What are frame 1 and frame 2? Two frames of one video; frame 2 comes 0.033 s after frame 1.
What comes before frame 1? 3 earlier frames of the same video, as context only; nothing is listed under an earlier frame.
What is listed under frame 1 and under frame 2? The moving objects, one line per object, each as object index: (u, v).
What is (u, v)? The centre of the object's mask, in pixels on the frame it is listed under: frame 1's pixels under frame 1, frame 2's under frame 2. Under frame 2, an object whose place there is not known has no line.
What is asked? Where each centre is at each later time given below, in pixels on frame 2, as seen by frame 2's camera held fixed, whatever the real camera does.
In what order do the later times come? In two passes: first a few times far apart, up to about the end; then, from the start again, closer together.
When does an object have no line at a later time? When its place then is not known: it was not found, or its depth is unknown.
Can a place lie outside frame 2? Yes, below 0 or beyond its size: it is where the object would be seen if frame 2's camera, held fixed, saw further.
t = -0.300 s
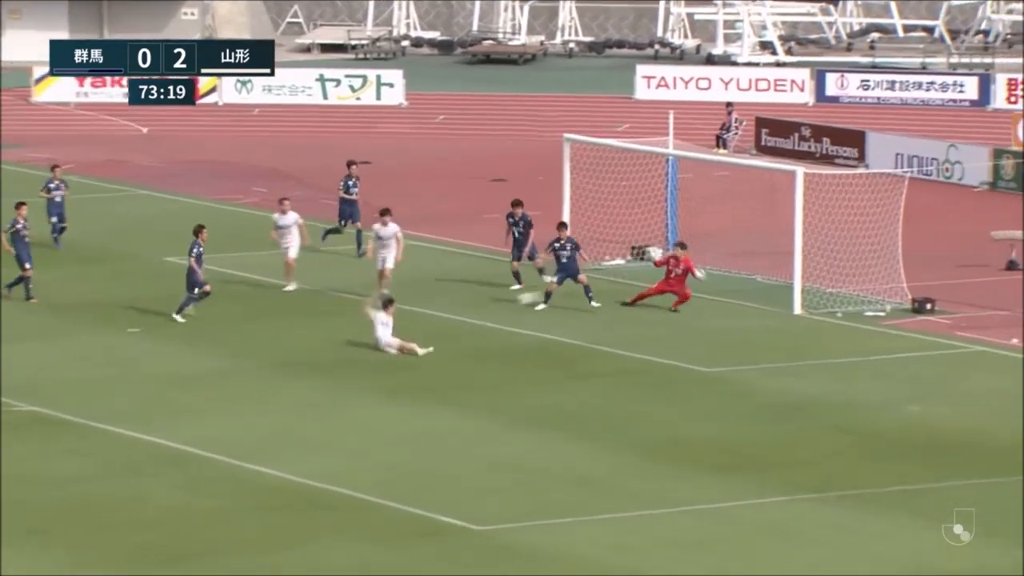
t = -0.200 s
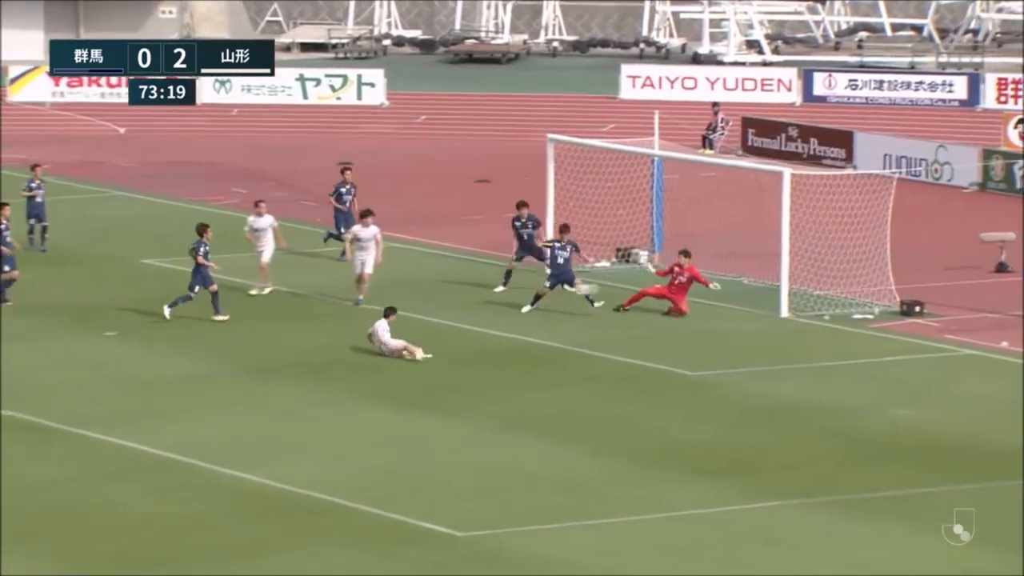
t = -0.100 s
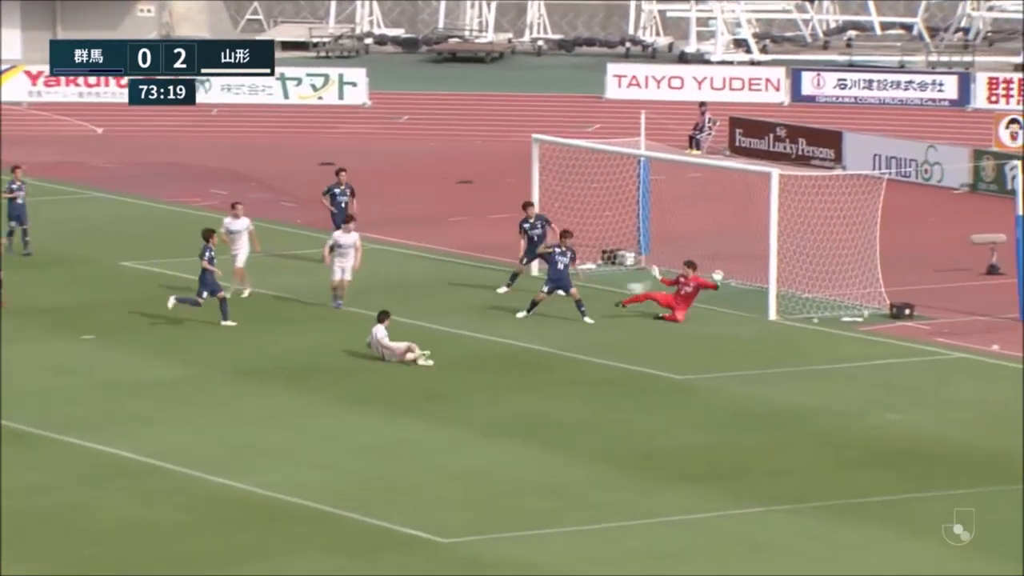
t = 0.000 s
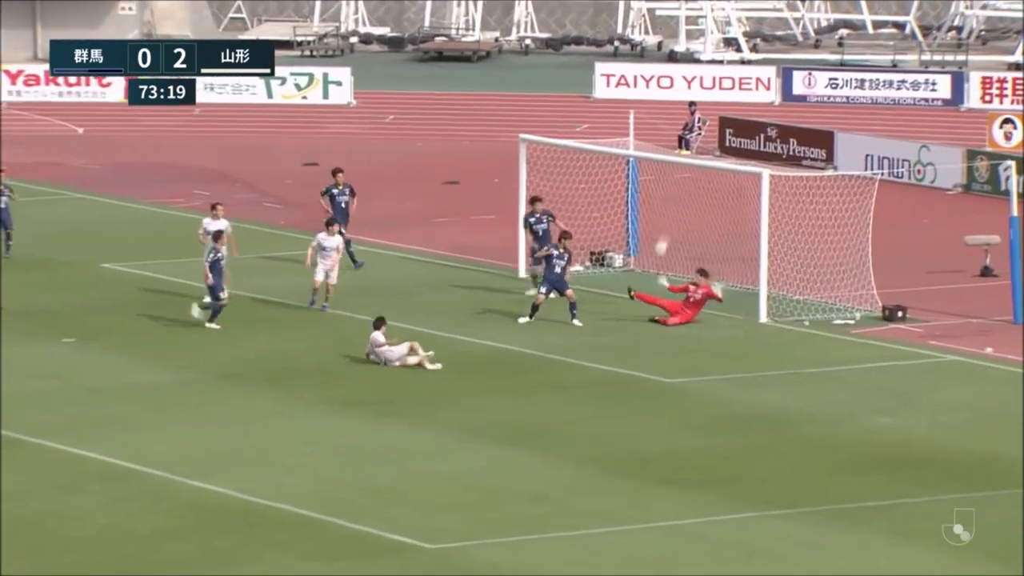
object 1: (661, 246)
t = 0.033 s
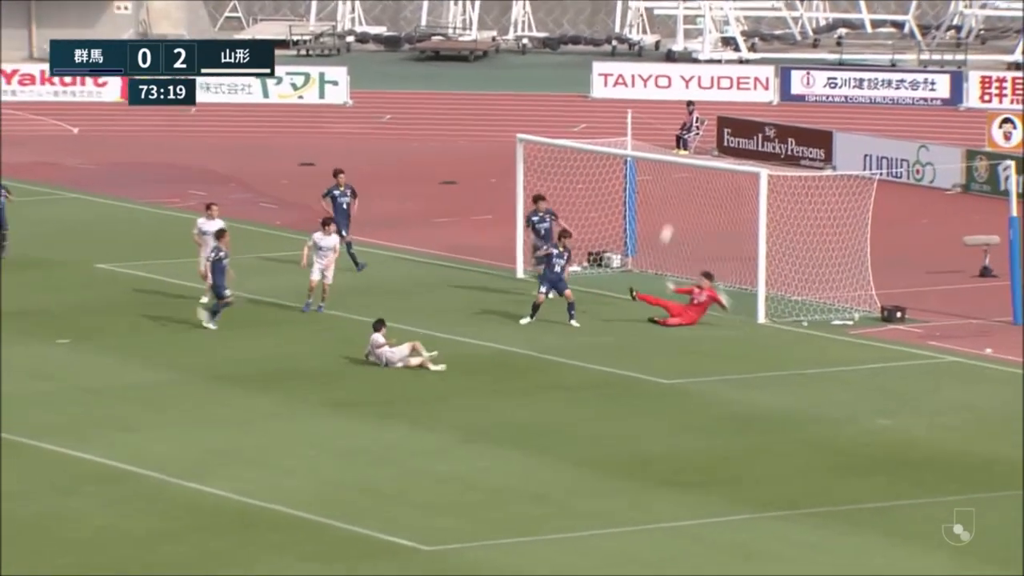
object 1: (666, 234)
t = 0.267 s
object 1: (721, 149)
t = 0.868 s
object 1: (867, 86)
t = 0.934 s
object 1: (876, 92)
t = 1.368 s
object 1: (999, 205)
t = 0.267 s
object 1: (721, 149)
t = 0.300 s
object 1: (729, 139)
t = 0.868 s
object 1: (867, 86)
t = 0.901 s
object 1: (873, 90)
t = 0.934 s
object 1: (876, 92)
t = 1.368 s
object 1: (999, 205)
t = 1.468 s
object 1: (1025, 247)
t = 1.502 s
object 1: (1034, 262)
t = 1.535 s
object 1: (1042, 280)
